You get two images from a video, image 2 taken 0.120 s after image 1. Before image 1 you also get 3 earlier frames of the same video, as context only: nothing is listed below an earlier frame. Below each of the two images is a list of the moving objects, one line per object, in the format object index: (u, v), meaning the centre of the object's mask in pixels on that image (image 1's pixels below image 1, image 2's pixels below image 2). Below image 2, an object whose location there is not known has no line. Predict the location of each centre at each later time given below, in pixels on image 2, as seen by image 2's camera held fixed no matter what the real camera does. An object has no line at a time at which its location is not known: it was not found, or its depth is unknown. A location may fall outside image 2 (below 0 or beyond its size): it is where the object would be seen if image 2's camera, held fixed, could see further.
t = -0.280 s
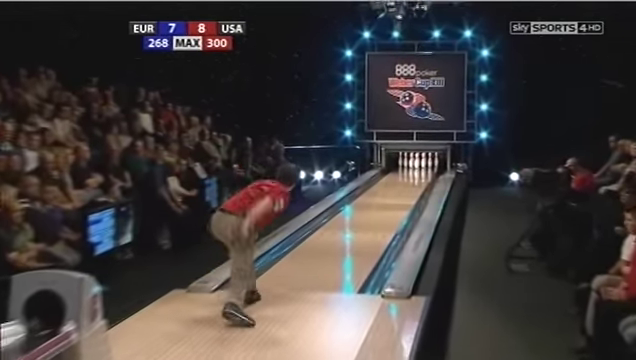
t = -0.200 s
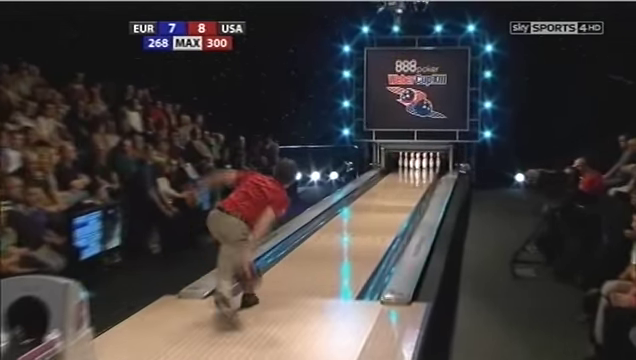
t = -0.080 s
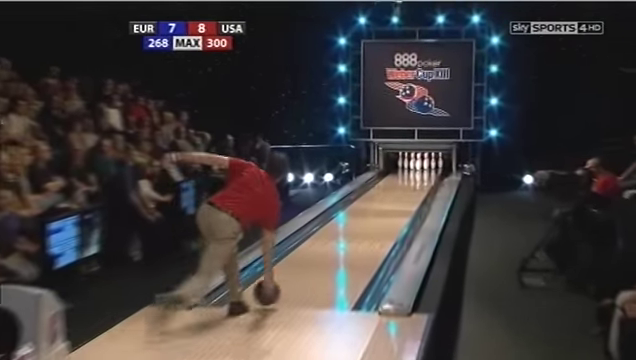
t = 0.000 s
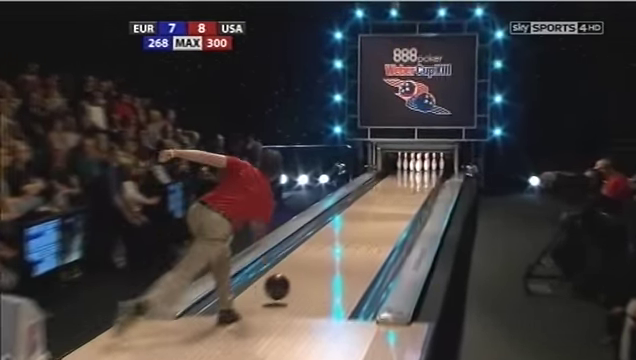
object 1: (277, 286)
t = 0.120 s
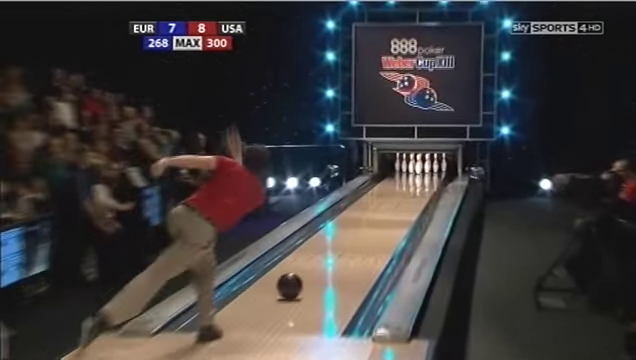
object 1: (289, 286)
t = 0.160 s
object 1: (297, 280)
